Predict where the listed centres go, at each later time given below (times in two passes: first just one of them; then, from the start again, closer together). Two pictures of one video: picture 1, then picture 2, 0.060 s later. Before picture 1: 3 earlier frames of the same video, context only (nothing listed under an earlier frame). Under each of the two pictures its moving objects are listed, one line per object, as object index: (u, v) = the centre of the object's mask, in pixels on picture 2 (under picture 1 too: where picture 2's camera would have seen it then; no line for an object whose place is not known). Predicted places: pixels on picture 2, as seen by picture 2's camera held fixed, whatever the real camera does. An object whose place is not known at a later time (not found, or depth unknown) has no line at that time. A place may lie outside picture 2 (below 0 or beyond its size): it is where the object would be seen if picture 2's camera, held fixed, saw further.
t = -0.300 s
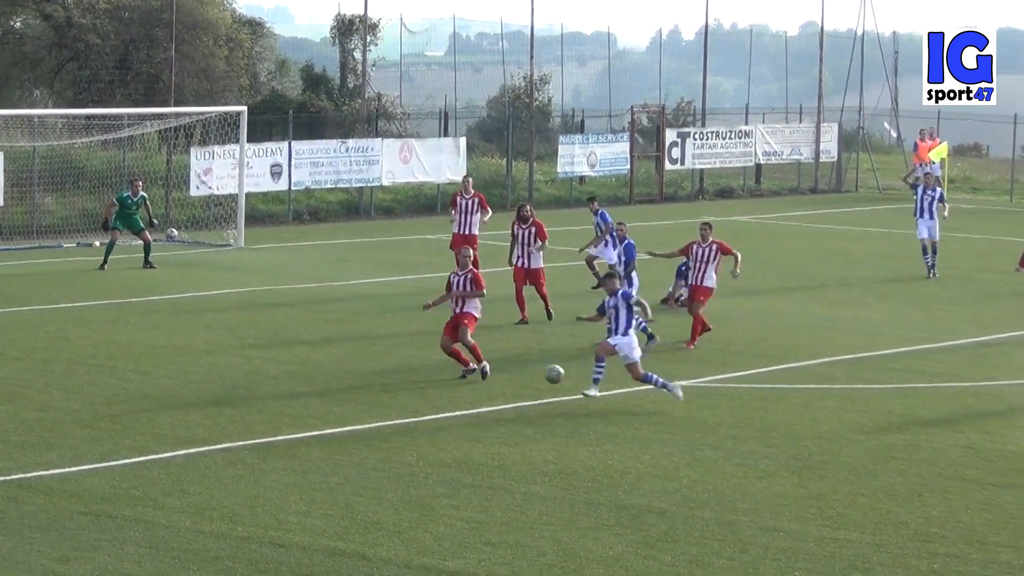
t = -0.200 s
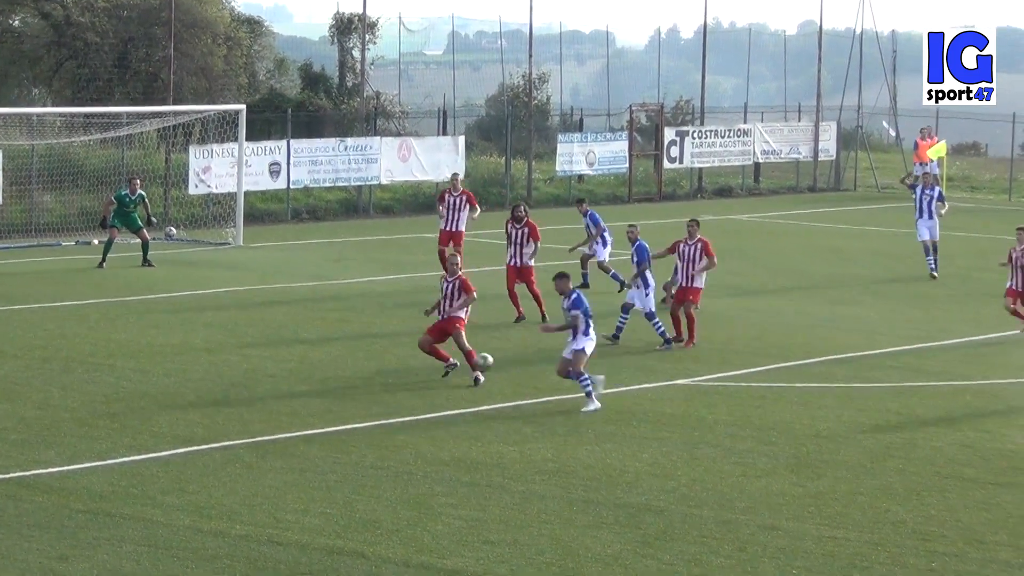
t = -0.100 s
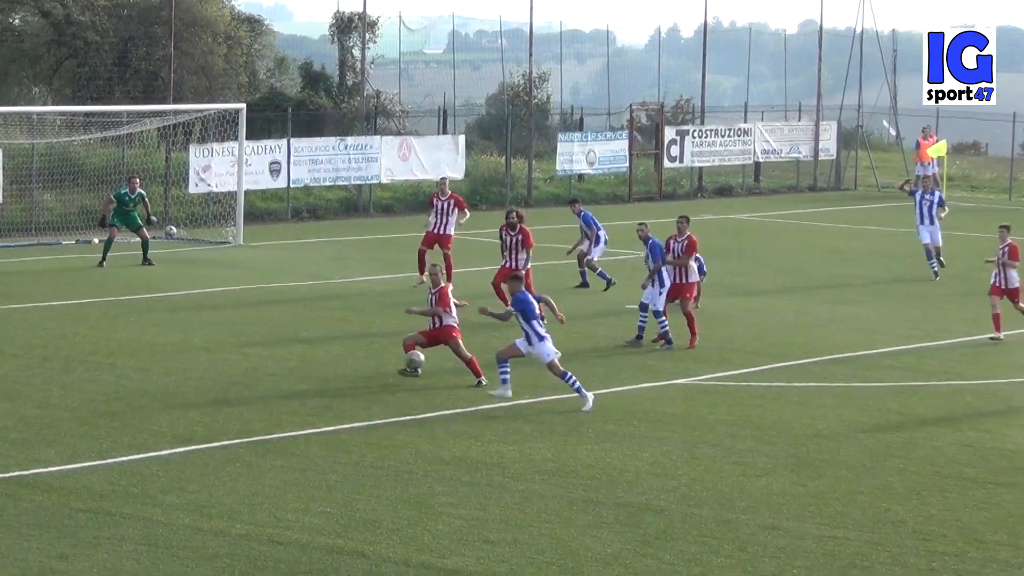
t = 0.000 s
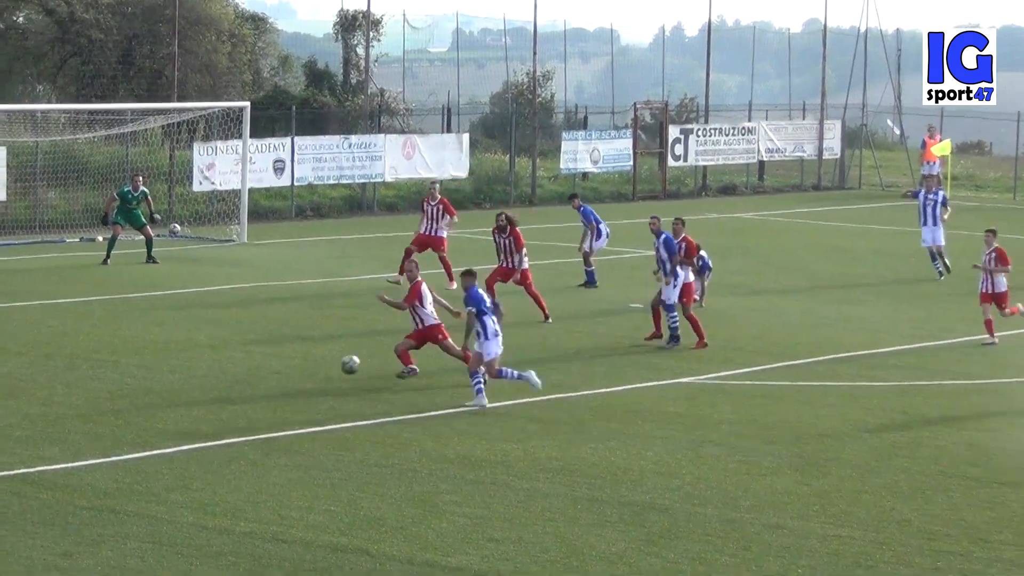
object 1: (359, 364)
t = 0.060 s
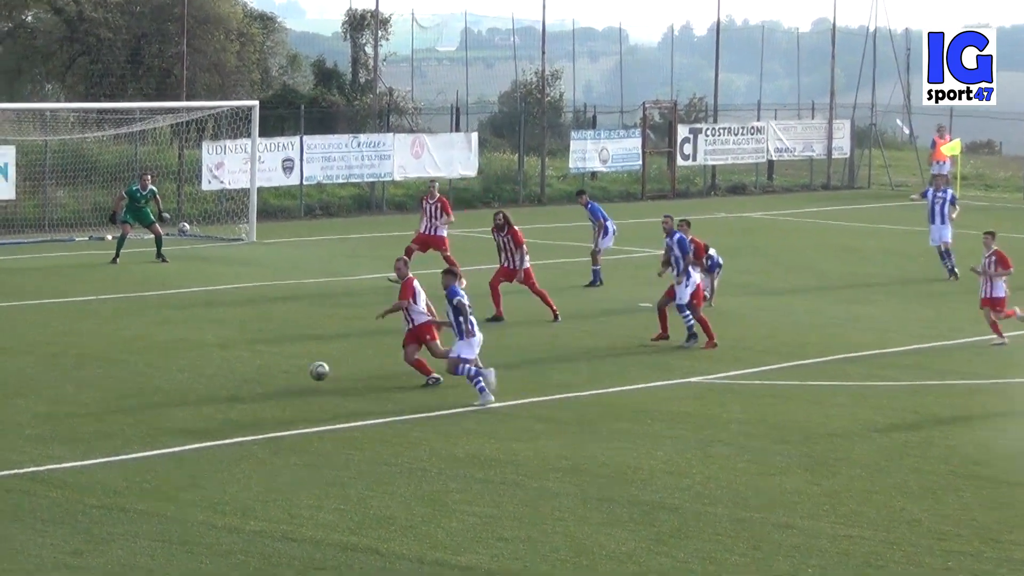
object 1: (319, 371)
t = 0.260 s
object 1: (214, 358)
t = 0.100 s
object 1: (294, 378)
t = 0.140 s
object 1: (274, 370)
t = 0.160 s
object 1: (264, 368)
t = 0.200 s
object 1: (244, 363)
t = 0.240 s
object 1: (224, 359)
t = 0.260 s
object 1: (214, 358)
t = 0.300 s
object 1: (194, 356)
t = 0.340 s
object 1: (173, 355)
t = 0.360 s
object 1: (163, 355)
